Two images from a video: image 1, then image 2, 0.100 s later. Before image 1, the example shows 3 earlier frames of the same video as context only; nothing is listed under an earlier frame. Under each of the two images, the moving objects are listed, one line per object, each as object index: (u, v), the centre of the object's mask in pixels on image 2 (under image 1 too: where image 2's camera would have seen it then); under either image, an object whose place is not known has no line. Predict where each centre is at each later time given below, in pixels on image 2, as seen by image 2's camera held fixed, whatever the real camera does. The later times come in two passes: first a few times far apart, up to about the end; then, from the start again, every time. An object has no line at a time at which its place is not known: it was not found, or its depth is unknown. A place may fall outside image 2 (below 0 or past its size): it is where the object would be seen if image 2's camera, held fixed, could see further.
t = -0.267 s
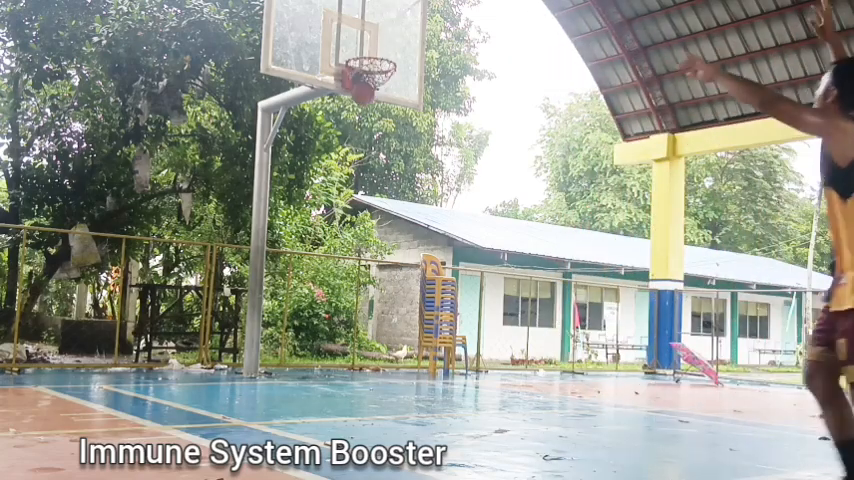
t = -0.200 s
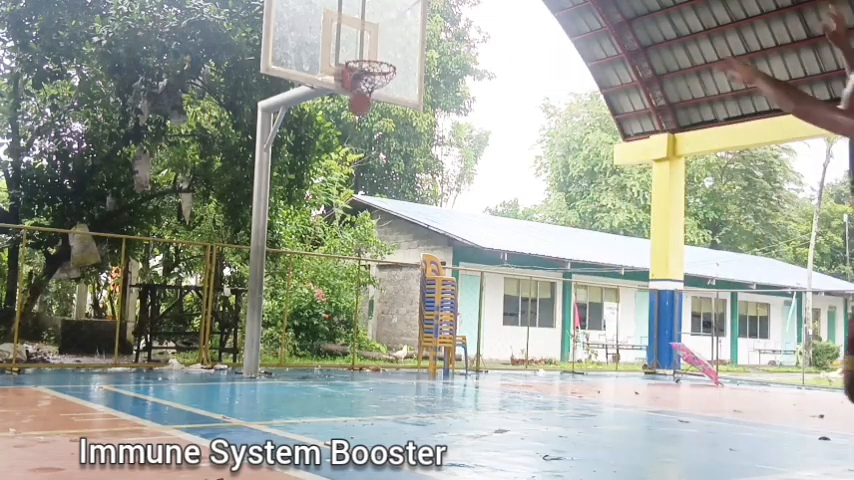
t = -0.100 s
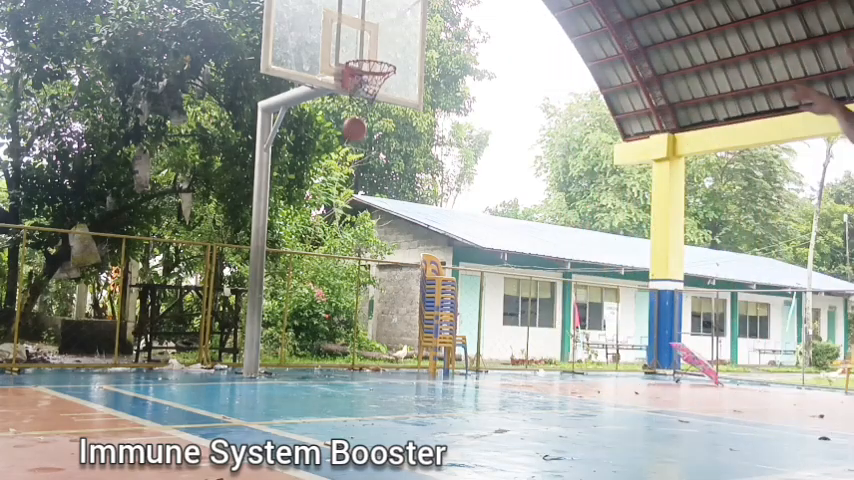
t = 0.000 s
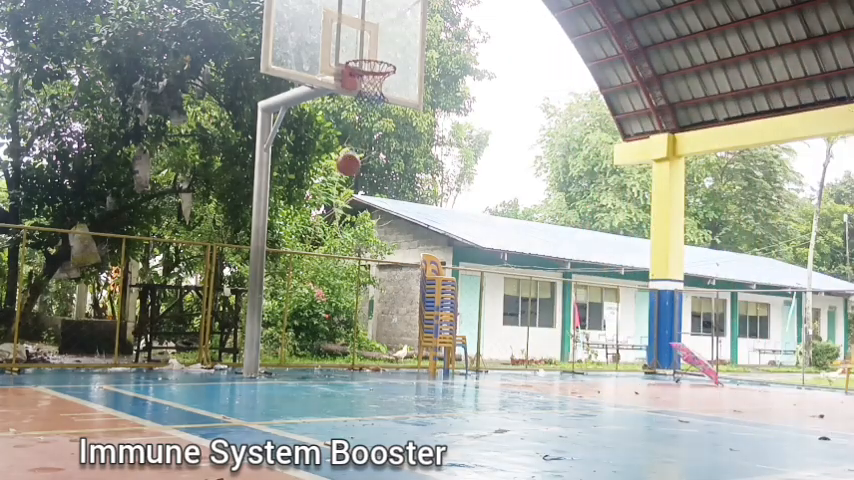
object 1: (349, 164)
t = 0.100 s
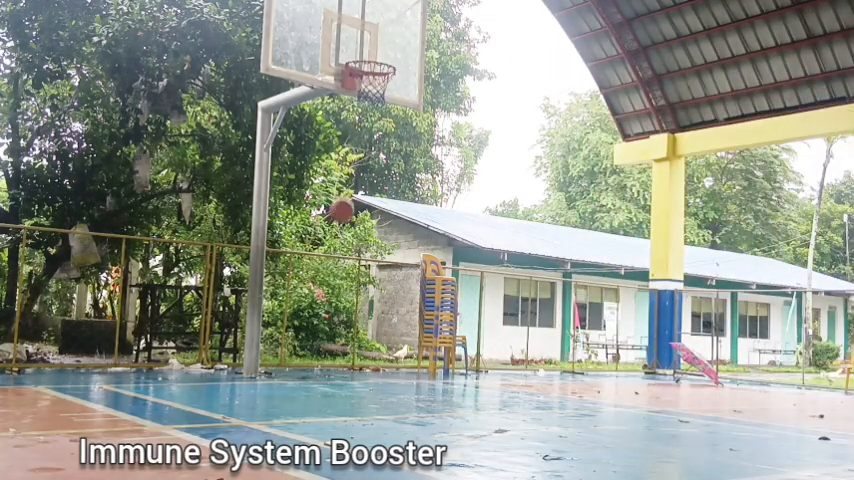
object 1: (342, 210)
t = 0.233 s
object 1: (332, 289)
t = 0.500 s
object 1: (328, 301)
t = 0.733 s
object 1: (337, 206)
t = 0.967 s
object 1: (344, 166)
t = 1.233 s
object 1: (348, 191)
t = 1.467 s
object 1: (348, 286)
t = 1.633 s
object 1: (345, 392)
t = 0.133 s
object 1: (340, 227)
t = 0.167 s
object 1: (337, 247)
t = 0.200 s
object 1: (334, 268)
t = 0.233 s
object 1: (332, 289)
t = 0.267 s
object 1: (330, 312)
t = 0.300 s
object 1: (327, 336)
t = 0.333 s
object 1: (324, 362)
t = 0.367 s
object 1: (322, 379)
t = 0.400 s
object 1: (323, 357)
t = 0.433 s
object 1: (324, 338)
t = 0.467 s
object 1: (327, 319)
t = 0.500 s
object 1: (328, 301)
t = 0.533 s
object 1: (330, 284)
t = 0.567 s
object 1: (331, 268)
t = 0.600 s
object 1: (332, 254)
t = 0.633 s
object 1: (333, 240)
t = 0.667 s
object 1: (335, 227)
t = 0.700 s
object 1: (336, 216)
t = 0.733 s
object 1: (337, 206)
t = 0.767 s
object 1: (339, 196)
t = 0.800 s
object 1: (340, 188)
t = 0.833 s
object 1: (340, 182)
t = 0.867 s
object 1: (342, 176)
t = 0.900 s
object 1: (343, 171)
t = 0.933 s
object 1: (343, 168)
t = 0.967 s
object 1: (344, 166)
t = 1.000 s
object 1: (345, 165)
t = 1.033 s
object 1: (345, 165)
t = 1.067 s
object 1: (346, 166)
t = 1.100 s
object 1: (346, 169)
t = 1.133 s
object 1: (347, 172)
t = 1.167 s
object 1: (347, 177)
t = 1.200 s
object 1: (348, 183)
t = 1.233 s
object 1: (348, 191)
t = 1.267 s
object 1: (348, 200)
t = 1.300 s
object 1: (348, 211)
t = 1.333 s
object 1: (348, 223)
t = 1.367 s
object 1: (348, 236)
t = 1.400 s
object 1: (348, 251)
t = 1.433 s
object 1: (348, 268)
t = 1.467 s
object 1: (348, 286)
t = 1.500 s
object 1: (347, 305)
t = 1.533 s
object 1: (347, 326)
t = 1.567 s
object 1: (346, 348)
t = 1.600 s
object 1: (346, 374)
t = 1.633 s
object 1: (345, 392)
